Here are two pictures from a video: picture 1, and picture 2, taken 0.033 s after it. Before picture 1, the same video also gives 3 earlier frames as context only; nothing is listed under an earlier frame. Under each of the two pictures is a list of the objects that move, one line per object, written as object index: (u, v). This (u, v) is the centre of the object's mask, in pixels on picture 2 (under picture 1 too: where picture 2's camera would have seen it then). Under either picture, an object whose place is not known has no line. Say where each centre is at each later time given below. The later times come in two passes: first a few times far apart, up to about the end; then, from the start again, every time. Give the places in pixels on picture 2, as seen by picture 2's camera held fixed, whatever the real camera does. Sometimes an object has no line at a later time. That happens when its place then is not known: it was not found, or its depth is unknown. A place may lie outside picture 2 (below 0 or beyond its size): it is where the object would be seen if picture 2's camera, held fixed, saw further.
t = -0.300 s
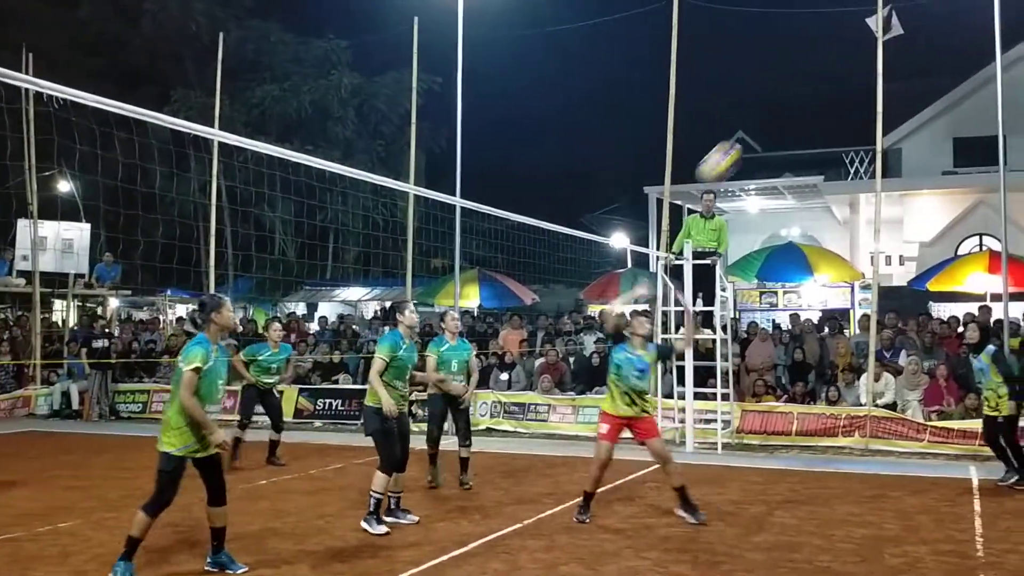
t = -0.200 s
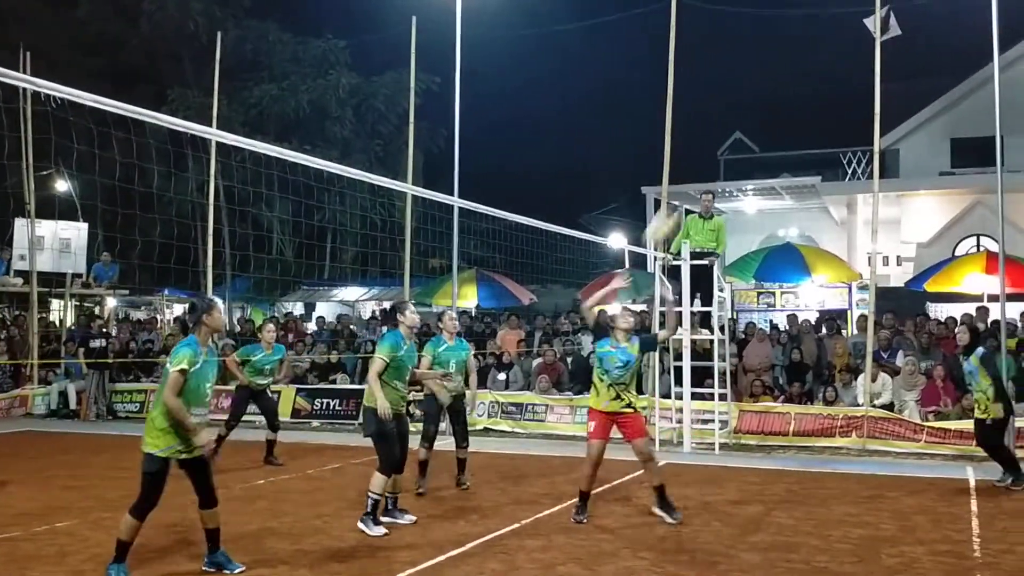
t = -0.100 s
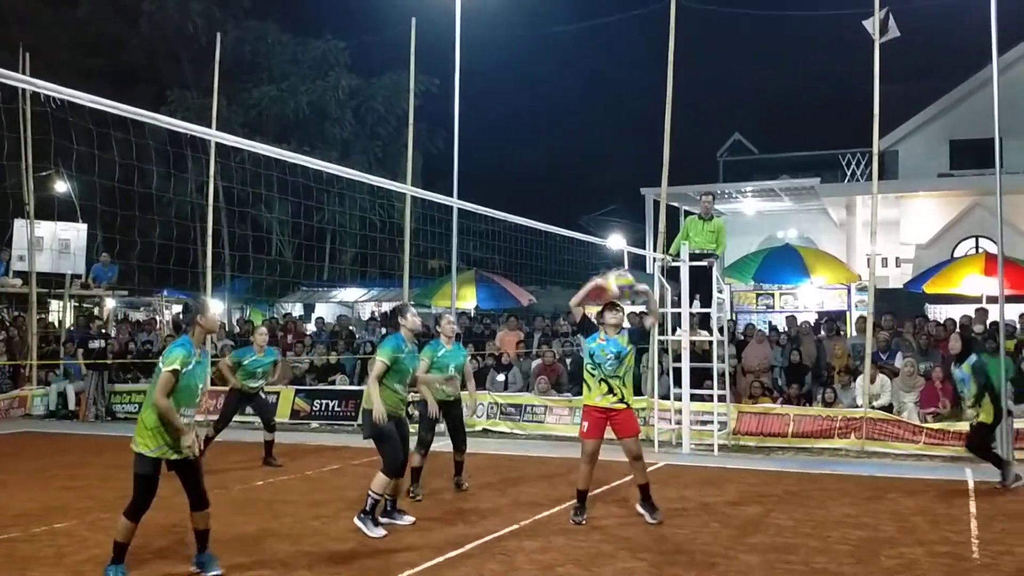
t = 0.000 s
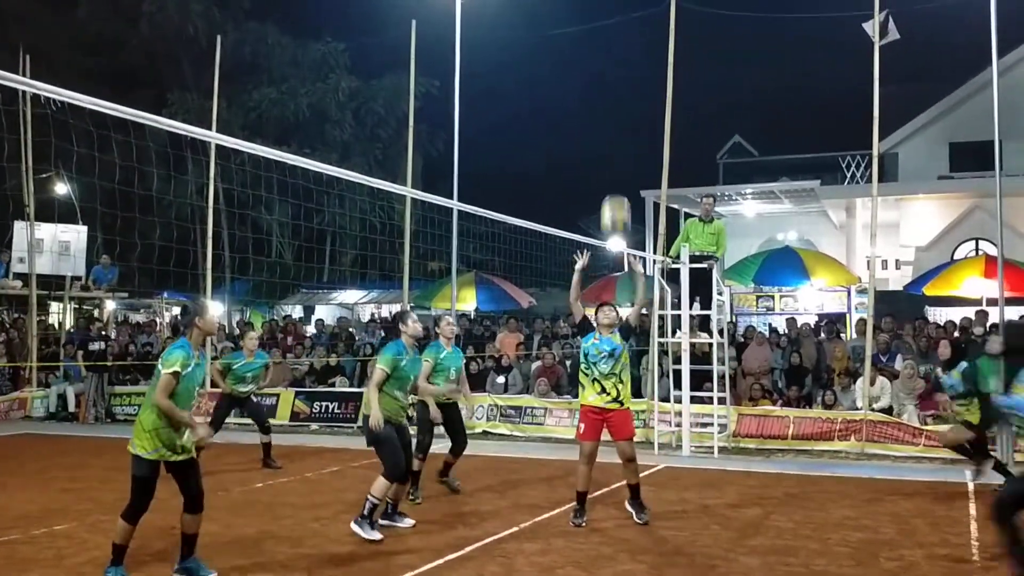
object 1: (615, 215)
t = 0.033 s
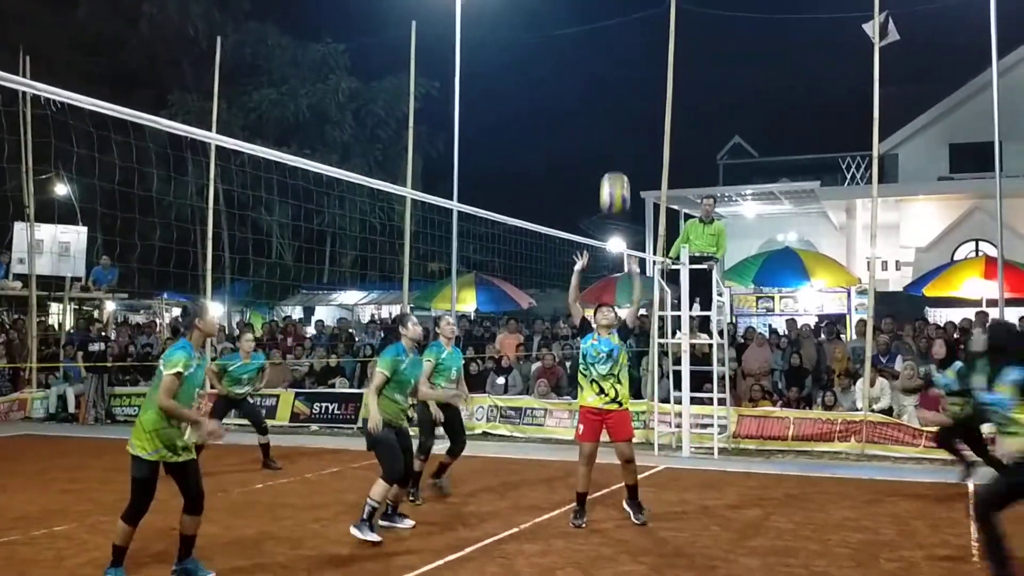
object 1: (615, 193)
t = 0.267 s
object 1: (610, 62)
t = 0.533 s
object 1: (607, 4)
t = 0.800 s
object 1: (603, 31)
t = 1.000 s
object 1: (600, 125)
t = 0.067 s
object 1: (614, 171)
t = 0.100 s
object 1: (613, 149)
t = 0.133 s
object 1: (613, 129)
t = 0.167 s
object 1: (612, 110)
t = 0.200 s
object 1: (612, 94)
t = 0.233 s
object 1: (611, 77)
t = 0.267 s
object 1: (610, 62)
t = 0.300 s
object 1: (610, 49)
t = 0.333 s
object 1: (609, 37)
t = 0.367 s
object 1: (609, 27)
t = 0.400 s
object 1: (608, 18)
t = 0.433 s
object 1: (608, 12)
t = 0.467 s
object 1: (608, 8)
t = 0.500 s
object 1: (608, 5)
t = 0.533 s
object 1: (607, 4)
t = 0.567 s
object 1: (607, 3)
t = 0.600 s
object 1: (606, 3)
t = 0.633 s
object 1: (606, 4)
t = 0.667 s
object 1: (605, 6)
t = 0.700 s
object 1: (605, 9)
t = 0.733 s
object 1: (604, 14)
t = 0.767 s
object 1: (604, 22)
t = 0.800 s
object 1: (603, 31)
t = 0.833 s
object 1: (603, 43)
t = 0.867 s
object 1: (602, 56)
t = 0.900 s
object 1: (602, 70)
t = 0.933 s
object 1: (602, 87)
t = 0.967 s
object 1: (601, 106)
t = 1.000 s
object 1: (600, 125)
